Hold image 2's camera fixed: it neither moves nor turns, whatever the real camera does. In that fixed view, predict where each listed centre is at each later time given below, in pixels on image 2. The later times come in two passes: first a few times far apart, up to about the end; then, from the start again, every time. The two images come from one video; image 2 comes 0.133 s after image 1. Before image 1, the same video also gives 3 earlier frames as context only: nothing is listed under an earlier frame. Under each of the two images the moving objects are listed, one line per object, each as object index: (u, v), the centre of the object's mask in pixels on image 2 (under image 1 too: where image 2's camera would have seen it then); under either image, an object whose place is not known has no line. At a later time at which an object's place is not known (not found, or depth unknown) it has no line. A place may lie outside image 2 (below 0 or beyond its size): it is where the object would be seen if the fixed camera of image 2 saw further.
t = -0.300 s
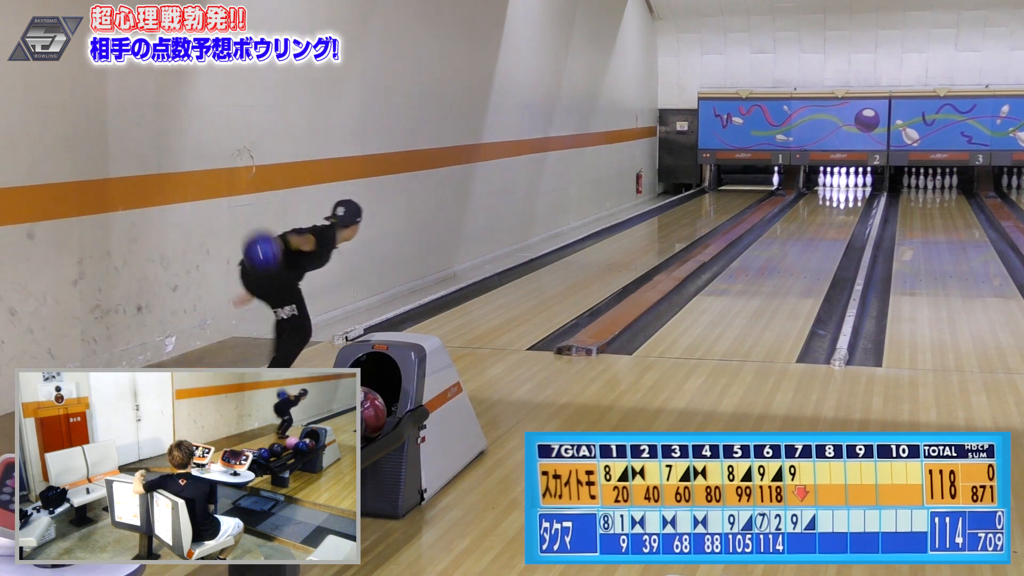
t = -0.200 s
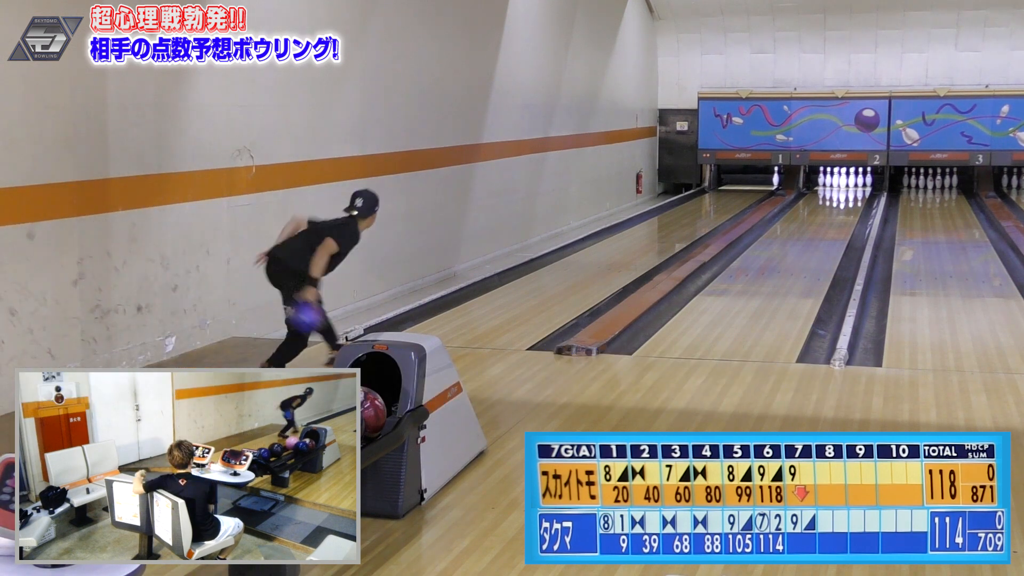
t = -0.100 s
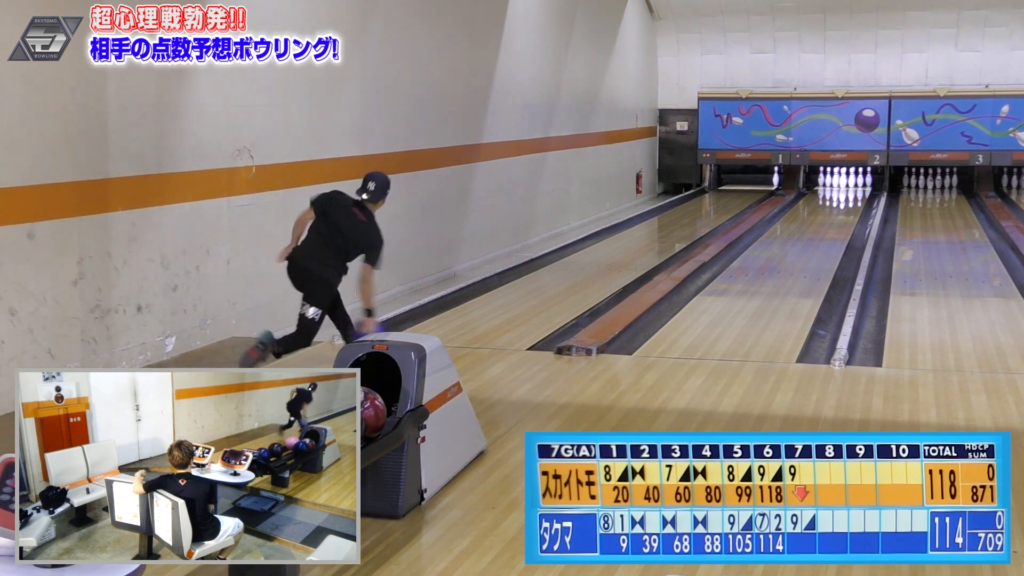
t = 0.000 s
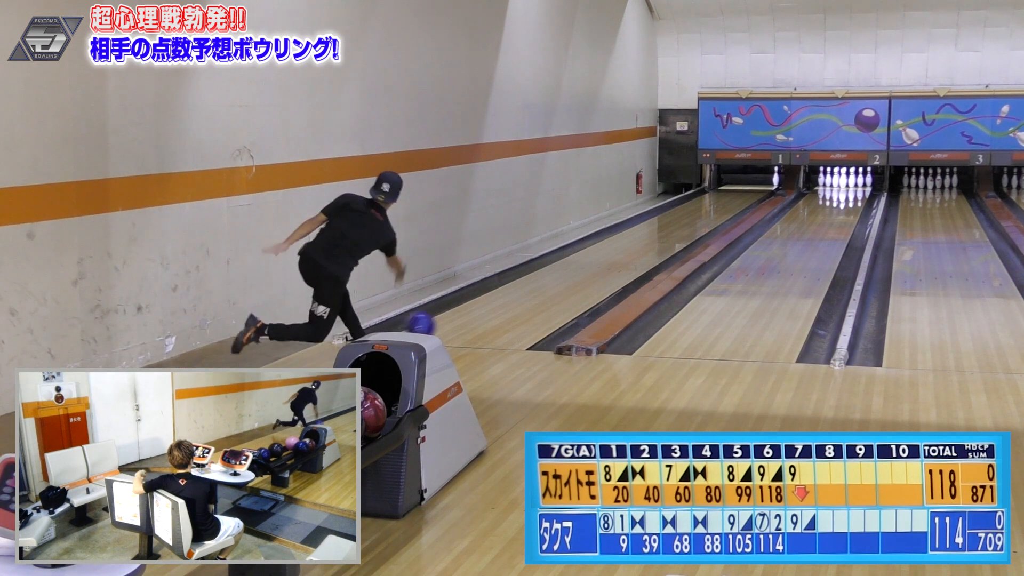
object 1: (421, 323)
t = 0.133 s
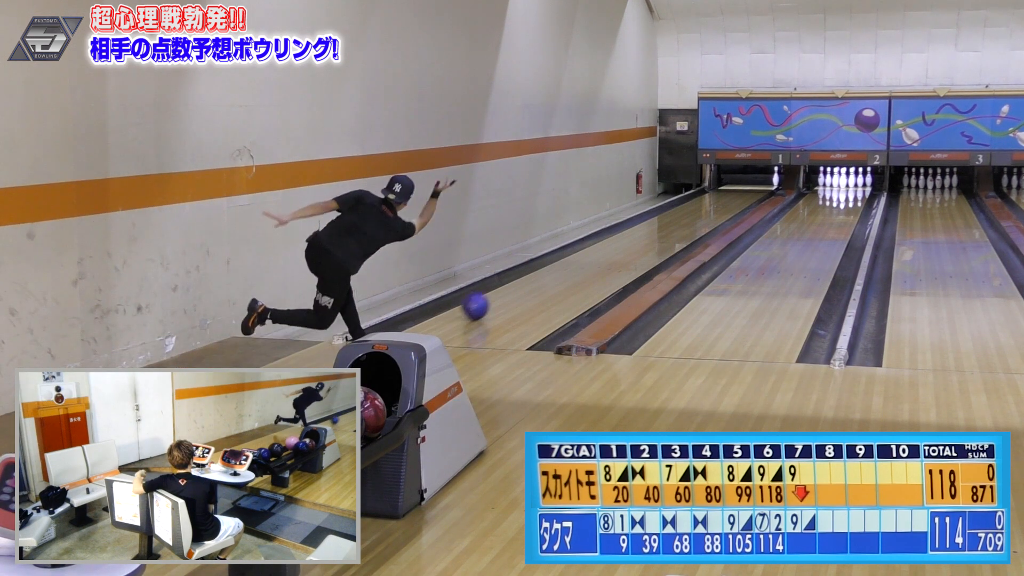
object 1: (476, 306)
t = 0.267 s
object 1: (521, 288)
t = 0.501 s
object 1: (582, 263)
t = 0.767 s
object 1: (635, 241)
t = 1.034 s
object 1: (674, 225)
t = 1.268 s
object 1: (702, 214)
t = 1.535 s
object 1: (727, 203)
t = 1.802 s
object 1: (746, 194)
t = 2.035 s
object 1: (759, 188)
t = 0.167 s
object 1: (487, 301)
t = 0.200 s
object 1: (499, 296)
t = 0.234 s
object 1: (510, 292)
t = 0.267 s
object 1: (521, 288)
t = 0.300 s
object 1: (530, 284)
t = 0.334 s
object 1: (540, 280)
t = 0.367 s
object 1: (549, 276)
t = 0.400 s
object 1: (558, 272)
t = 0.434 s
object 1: (566, 269)
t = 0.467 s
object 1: (574, 266)
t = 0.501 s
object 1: (582, 263)
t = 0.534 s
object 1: (590, 260)
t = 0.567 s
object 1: (596, 257)
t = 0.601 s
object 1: (604, 254)
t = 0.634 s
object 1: (610, 251)
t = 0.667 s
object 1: (617, 249)
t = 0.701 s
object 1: (623, 246)
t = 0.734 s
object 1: (629, 244)
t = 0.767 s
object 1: (635, 241)
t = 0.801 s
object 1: (640, 239)
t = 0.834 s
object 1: (646, 237)
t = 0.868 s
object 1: (651, 235)
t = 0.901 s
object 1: (656, 232)
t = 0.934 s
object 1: (661, 231)
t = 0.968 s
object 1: (665, 229)
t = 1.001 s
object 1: (670, 227)
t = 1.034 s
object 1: (674, 225)
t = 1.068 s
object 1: (679, 223)
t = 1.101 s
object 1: (683, 222)
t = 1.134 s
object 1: (687, 220)
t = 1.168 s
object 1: (691, 218)
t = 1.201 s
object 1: (695, 217)
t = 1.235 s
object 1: (698, 215)
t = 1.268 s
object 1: (702, 214)
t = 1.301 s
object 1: (705, 212)
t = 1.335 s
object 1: (709, 211)
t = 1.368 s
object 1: (712, 209)
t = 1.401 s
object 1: (715, 208)
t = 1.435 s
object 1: (718, 207)
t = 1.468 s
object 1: (721, 205)
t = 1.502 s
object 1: (724, 204)
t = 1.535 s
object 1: (727, 203)
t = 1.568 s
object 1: (730, 202)
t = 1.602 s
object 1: (732, 200)
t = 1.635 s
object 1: (735, 199)
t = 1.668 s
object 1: (737, 198)
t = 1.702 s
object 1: (740, 197)
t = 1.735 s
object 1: (742, 196)
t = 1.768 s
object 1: (744, 195)
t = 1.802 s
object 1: (746, 194)
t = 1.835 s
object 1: (748, 193)
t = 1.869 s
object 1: (750, 192)
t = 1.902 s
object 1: (752, 191)
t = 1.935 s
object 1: (754, 191)
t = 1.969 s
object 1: (756, 190)
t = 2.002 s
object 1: (758, 189)
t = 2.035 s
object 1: (759, 188)
